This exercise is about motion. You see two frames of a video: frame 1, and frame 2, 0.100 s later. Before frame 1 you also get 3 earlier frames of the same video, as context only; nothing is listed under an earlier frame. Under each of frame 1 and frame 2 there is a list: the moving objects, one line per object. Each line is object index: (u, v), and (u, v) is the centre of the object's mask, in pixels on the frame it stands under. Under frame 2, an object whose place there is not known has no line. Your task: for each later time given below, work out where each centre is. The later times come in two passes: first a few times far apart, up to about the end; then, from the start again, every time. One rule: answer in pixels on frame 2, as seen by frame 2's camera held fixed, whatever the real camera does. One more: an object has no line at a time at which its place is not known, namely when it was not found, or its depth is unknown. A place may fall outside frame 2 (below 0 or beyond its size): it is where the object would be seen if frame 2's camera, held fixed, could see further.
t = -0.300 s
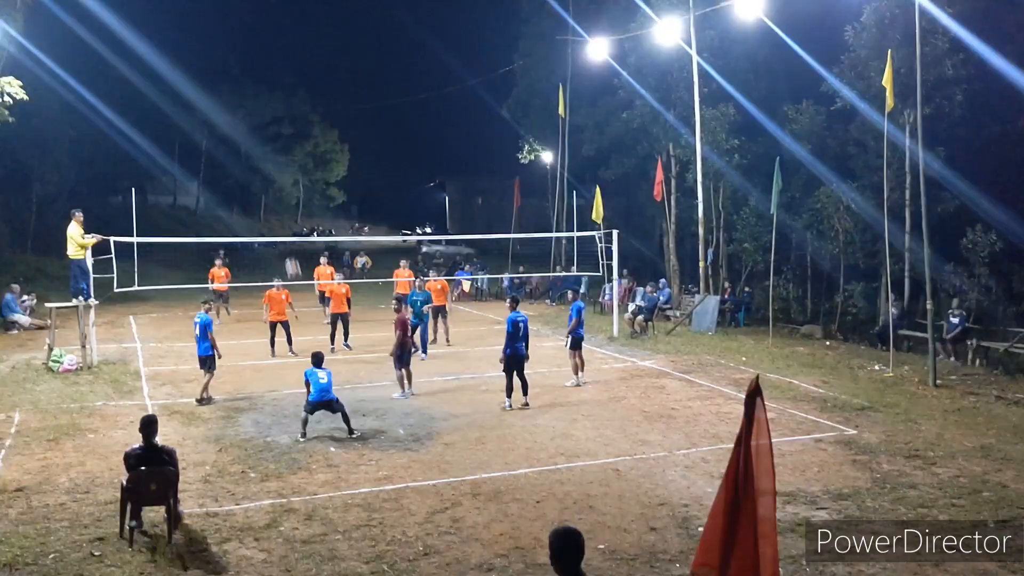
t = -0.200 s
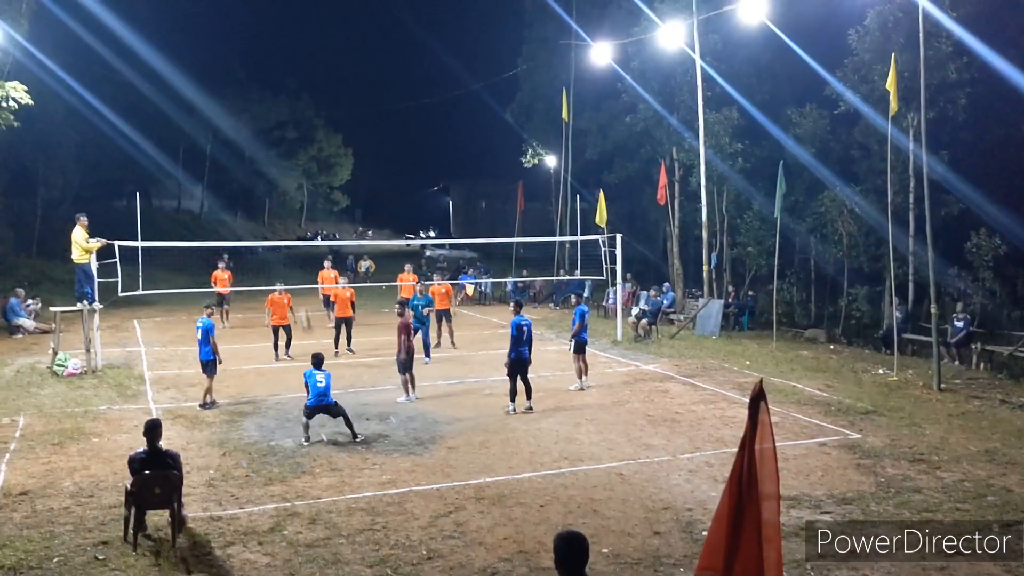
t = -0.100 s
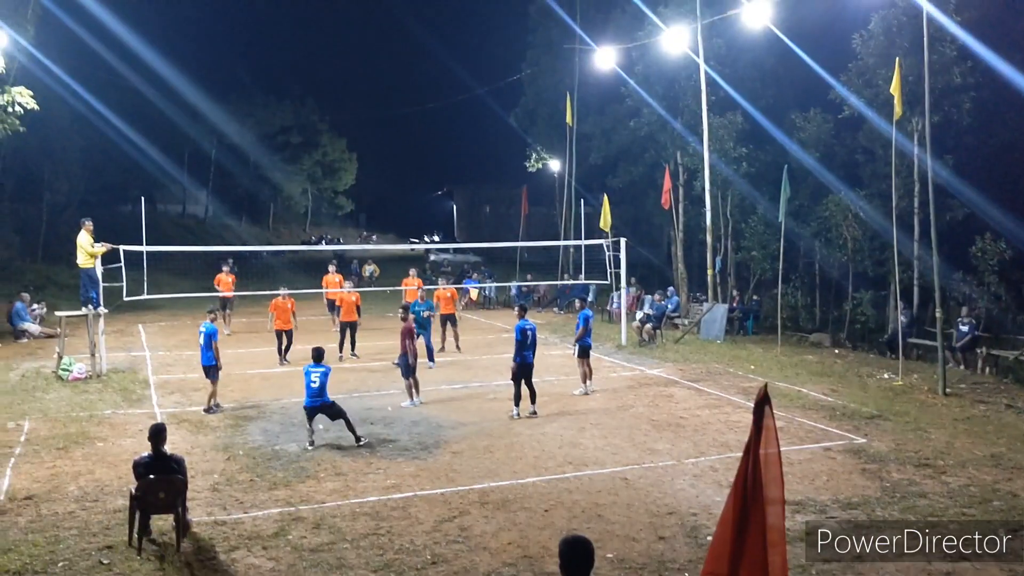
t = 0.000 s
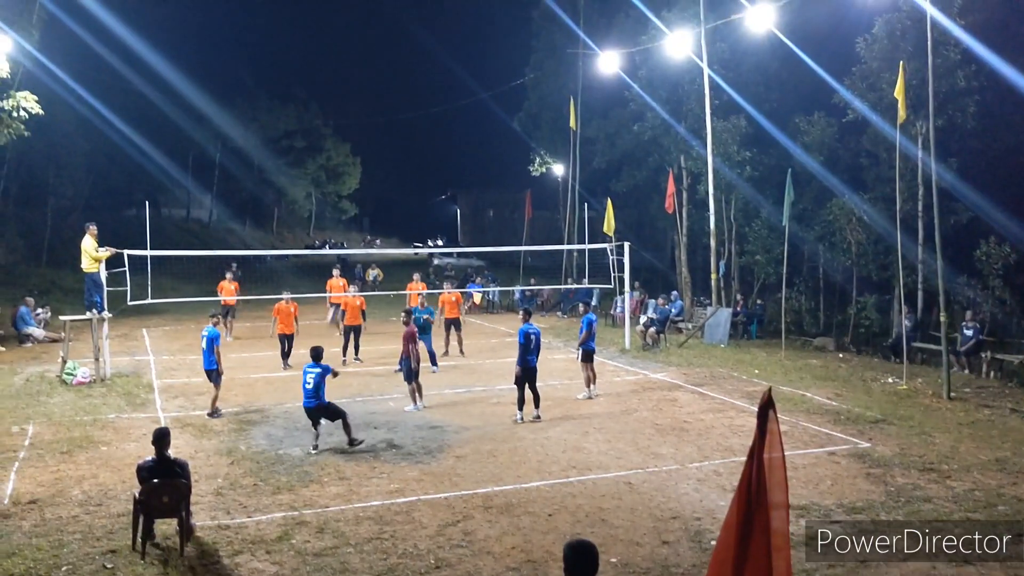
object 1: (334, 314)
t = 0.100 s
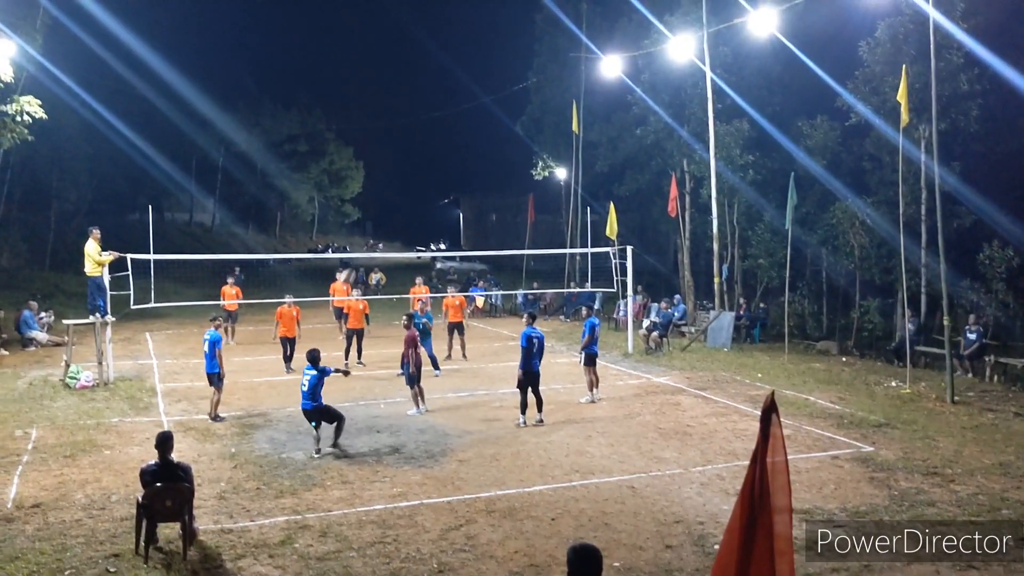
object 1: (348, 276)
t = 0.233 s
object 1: (360, 234)
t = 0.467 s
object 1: (381, 193)
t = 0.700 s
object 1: (402, 187)
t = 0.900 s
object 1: (418, 206)
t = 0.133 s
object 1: (350, 266)
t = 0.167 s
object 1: (353, 255)
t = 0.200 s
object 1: (357, 243)
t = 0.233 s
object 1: (360, 234)
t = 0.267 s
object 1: (363, 227)
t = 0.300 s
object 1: (366, 220)
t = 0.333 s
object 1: (369, 212)
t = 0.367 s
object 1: (372, 207)
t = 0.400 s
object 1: (375, 202)
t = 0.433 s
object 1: (378, 197)
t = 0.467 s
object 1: (381, 193)
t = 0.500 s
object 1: (384, 190)
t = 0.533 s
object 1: (387, 188)
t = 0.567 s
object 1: (390, 187)
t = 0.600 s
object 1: (393, 186)
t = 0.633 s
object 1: (396, 186)
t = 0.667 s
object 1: (399, 186)
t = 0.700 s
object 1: (402, 187)
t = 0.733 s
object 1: (404, 189)
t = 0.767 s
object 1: (407, 191)
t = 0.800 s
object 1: (410, 194)
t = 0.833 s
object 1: (413, 198)
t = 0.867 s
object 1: (415, 202)
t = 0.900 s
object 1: (418, 206)
